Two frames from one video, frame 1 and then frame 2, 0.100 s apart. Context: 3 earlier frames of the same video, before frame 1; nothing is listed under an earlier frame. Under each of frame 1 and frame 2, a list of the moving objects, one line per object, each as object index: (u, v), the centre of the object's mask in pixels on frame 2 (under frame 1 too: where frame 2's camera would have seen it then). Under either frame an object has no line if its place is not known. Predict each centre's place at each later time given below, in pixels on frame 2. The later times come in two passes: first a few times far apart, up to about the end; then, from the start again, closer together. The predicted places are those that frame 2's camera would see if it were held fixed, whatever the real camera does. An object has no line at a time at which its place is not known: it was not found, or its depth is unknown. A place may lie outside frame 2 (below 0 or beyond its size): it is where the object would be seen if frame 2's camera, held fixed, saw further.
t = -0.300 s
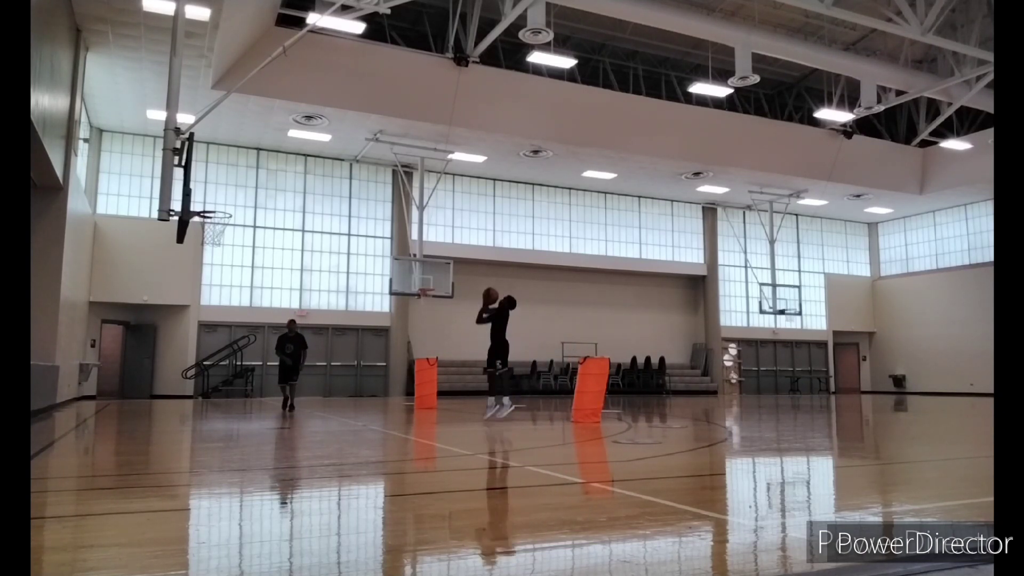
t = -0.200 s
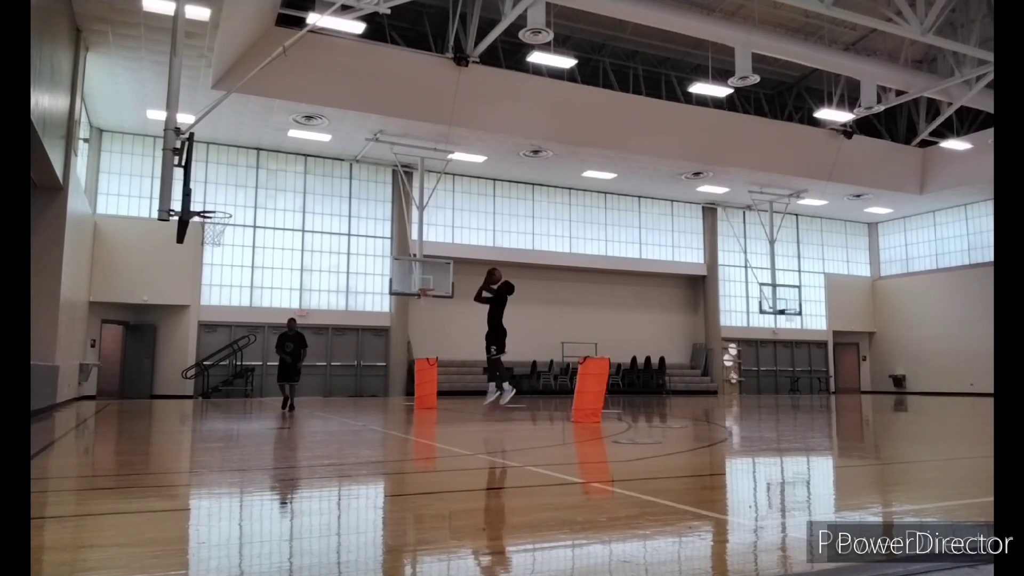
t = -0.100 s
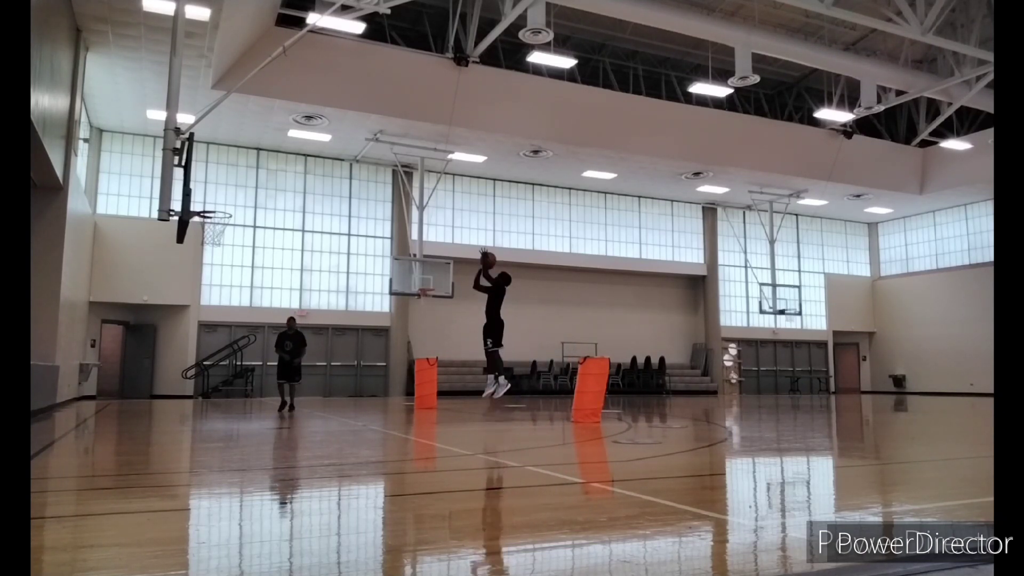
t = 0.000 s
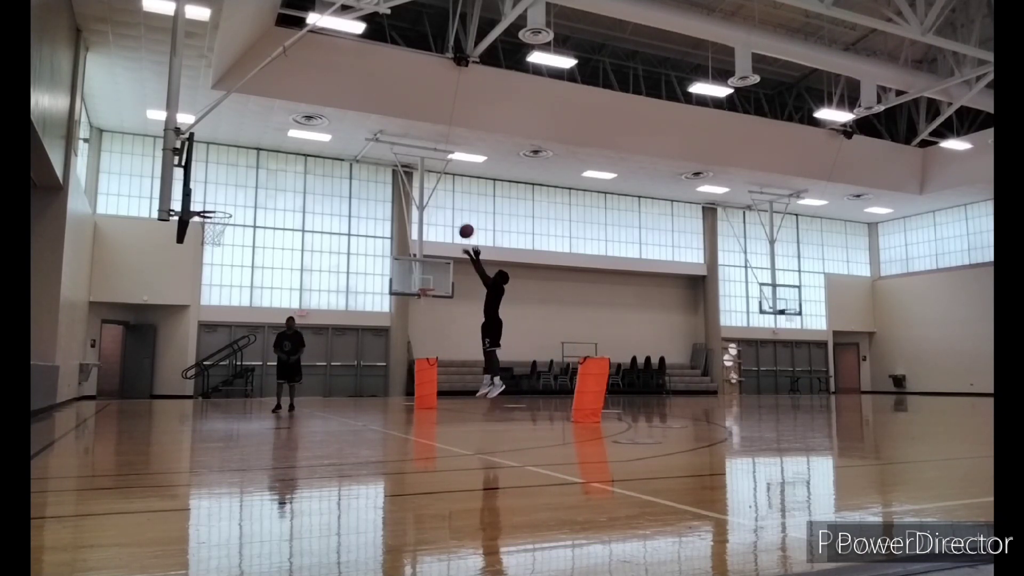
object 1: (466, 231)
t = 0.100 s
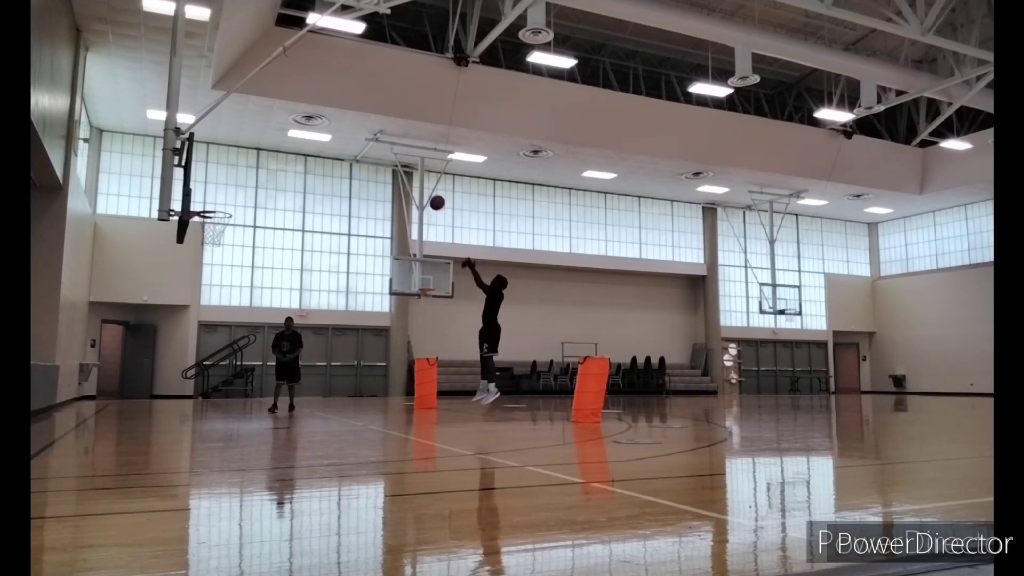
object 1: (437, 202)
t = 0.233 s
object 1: (399, 175)
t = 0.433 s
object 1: (341, 156)
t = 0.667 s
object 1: (274, 166)
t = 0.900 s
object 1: (206, 211)
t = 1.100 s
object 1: (229, 228)
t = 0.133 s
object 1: (427, 195)
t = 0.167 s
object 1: (418, 188)
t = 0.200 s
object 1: (407, 180)
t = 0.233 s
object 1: (399, 175)
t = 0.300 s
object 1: (379, 166)
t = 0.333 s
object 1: (370, 162)
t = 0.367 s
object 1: (360, 160)
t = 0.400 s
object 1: (350, 157)
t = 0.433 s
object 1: (341, 156)
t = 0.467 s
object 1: (331, 155)
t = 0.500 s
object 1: (322, 155)
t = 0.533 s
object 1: (312, 156)
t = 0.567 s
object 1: (303, 157)
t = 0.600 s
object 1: (293, 159)
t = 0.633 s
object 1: (283, 162)
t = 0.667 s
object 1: (274, 166)
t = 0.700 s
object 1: (264, 170)
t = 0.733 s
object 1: (255, 175)
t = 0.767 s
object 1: (245, 181)
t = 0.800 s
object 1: (236, 187)
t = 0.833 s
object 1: (226, 194)
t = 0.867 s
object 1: (216, 202)
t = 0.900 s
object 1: (206, 211)
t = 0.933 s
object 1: (211, 216)
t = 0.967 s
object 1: (221, 222)
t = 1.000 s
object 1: (224, 227)
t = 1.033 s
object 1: (226, 227)
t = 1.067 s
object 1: (227, 228)
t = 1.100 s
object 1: (229, 228)
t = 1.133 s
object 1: (230, 229)
